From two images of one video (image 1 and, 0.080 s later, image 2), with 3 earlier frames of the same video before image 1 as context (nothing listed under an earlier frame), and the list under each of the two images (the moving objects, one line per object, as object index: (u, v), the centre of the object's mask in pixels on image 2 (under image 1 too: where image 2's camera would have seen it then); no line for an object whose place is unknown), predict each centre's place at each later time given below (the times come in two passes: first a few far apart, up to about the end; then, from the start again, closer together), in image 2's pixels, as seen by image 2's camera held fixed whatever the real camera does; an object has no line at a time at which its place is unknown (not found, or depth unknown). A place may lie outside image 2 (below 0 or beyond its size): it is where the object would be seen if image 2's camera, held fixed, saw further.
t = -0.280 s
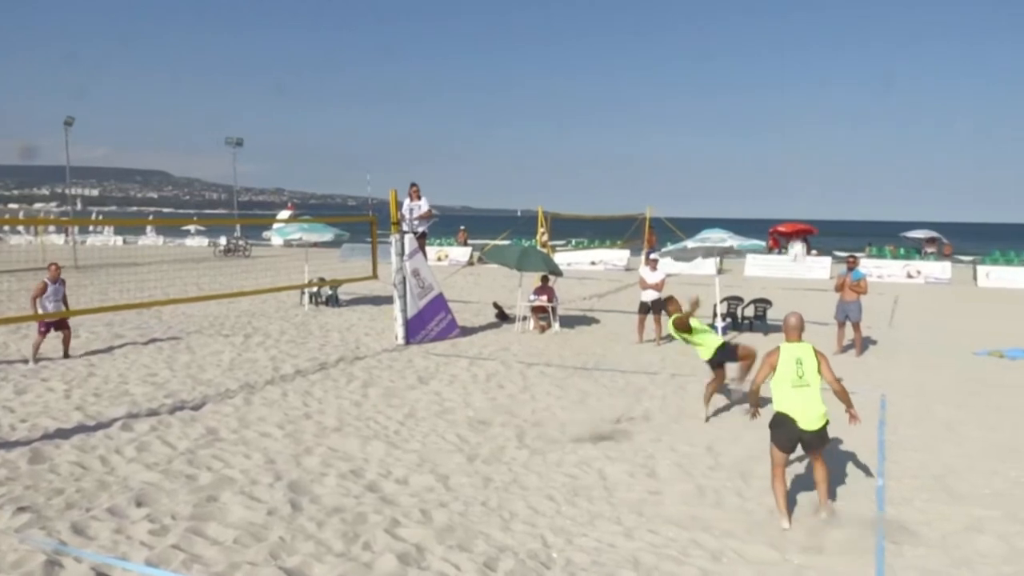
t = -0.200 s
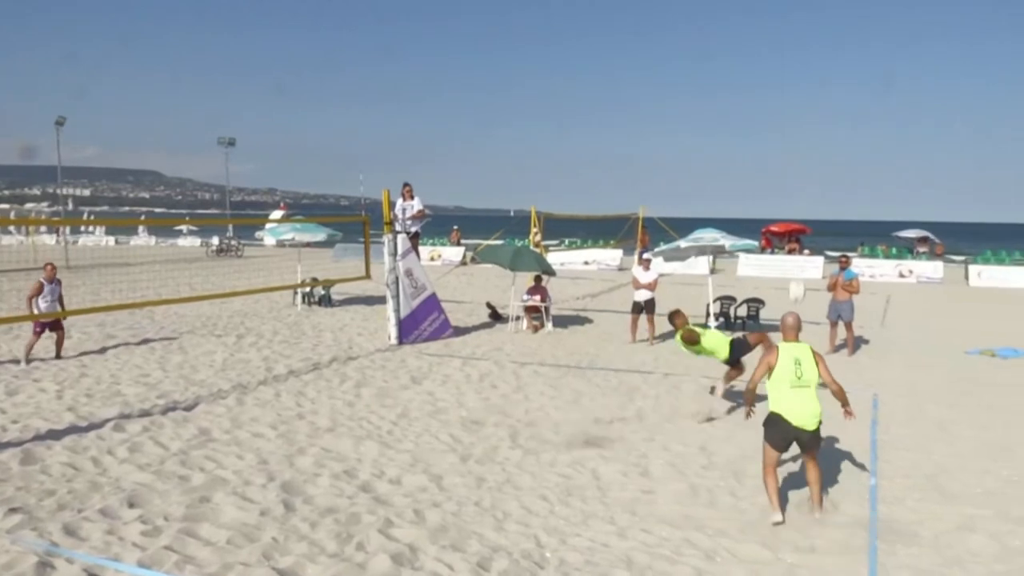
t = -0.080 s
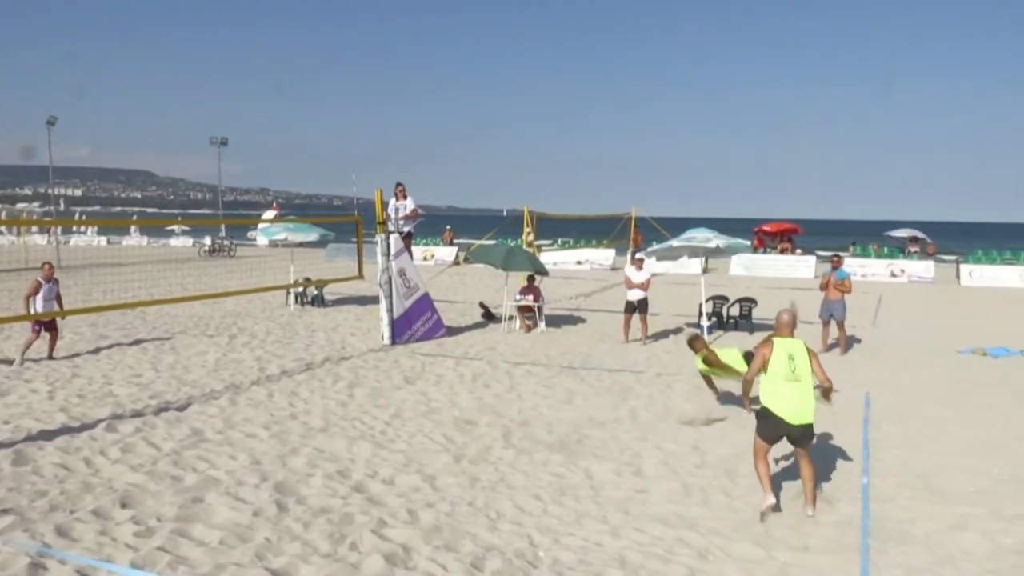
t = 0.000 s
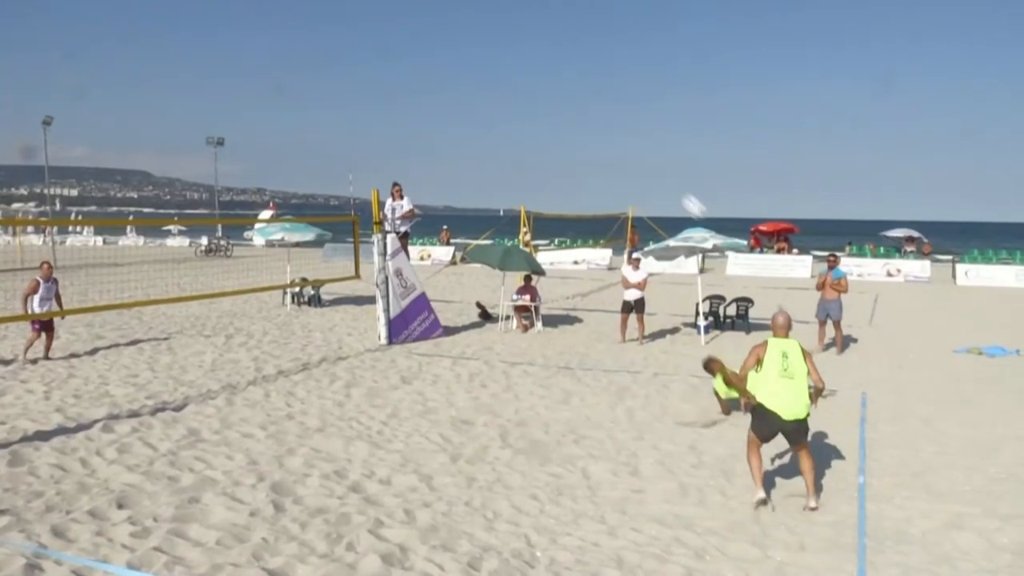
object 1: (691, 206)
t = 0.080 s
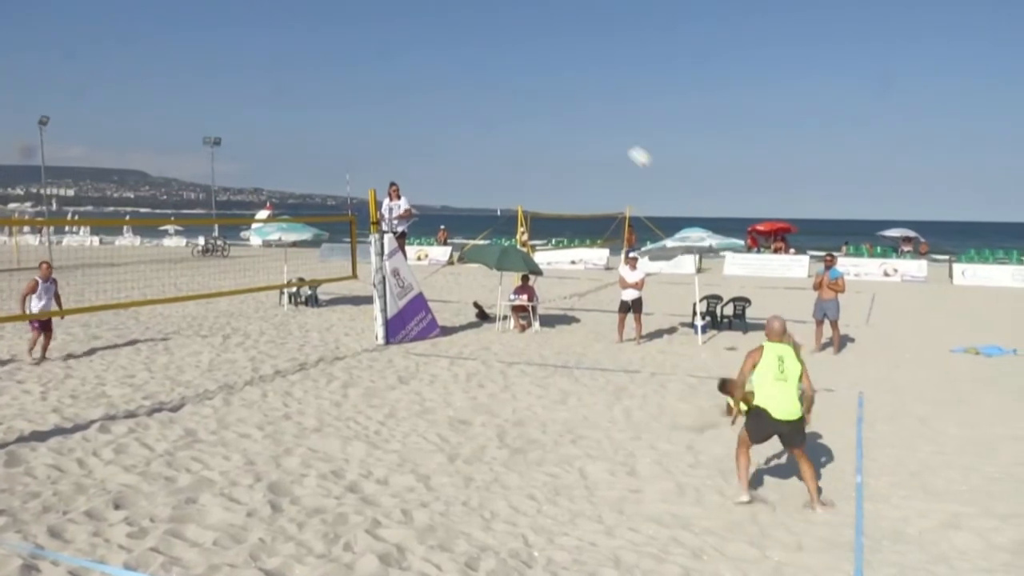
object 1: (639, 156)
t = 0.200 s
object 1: (565, 96)
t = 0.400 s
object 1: (452, 31)
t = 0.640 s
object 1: (330, 4)
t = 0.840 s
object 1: (240, 9)
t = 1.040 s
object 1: (159, 40)
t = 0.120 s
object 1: (614, 135)
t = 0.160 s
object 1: (589, 114)
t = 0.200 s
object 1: (565, 96)
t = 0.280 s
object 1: (518, 66)
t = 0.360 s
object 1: (474, 41)
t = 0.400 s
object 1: (452, 31)
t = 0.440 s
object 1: (431, 23)
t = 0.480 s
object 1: (409, 16)
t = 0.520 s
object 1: (389, 11)
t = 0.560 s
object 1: (369, 7)
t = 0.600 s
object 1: (350, 4)
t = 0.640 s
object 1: (330, 4)
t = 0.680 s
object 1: (312, 3)
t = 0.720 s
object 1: (294, 3)
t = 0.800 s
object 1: (258, 5)
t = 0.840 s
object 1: (240, 9)
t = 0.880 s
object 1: (224, 13)
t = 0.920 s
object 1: (207, 19)
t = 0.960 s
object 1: (191, 25)
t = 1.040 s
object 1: (159, 40)
